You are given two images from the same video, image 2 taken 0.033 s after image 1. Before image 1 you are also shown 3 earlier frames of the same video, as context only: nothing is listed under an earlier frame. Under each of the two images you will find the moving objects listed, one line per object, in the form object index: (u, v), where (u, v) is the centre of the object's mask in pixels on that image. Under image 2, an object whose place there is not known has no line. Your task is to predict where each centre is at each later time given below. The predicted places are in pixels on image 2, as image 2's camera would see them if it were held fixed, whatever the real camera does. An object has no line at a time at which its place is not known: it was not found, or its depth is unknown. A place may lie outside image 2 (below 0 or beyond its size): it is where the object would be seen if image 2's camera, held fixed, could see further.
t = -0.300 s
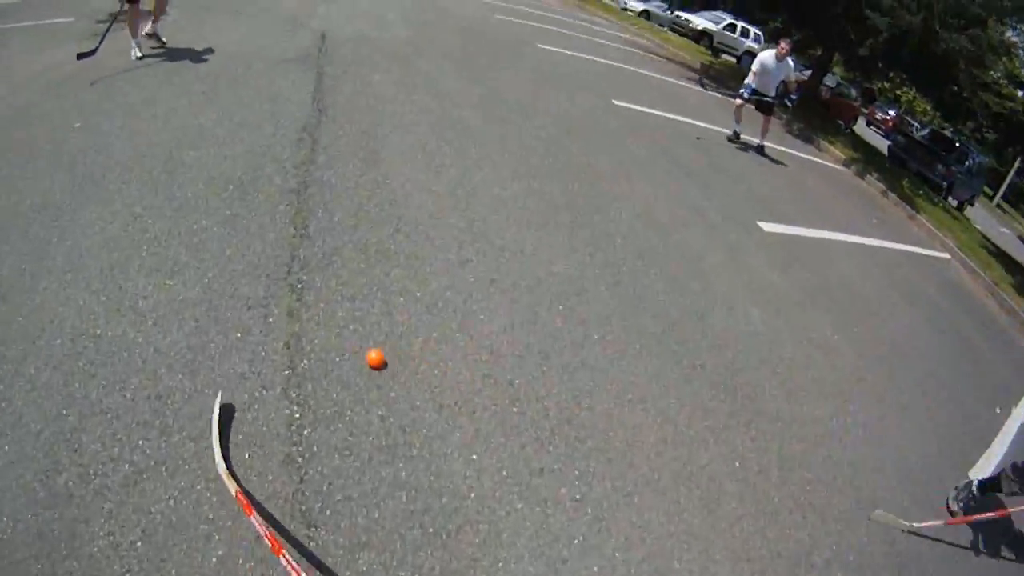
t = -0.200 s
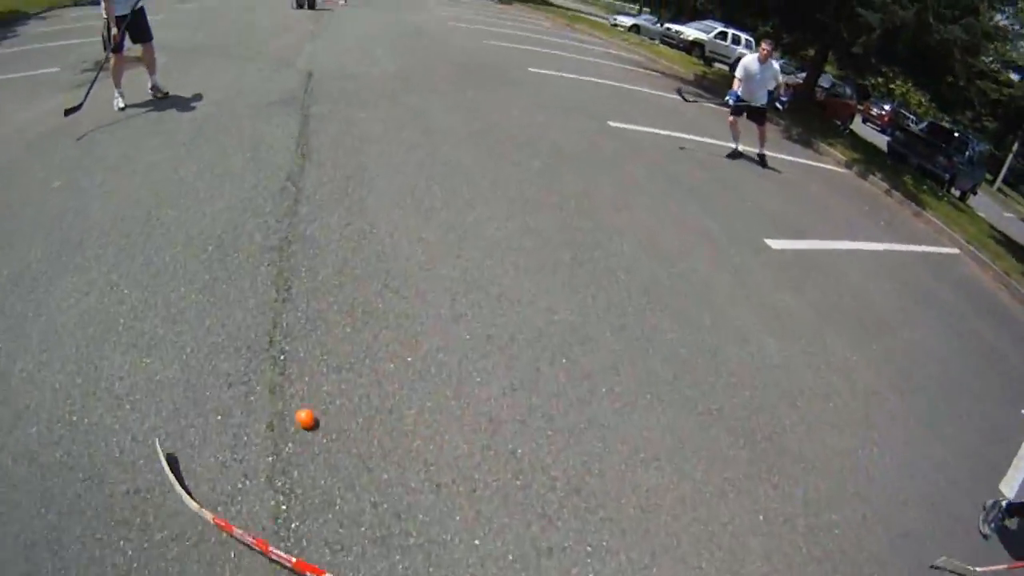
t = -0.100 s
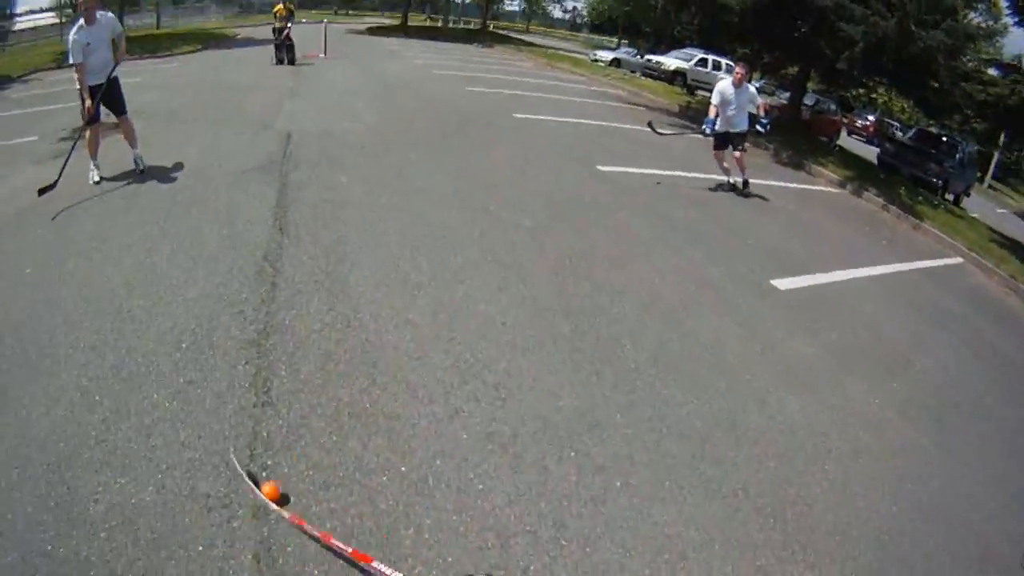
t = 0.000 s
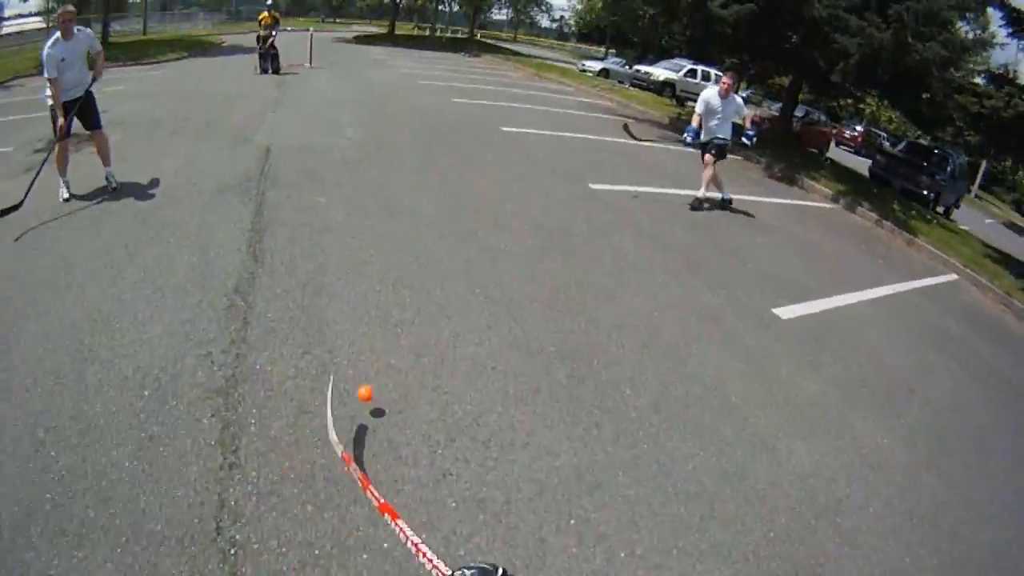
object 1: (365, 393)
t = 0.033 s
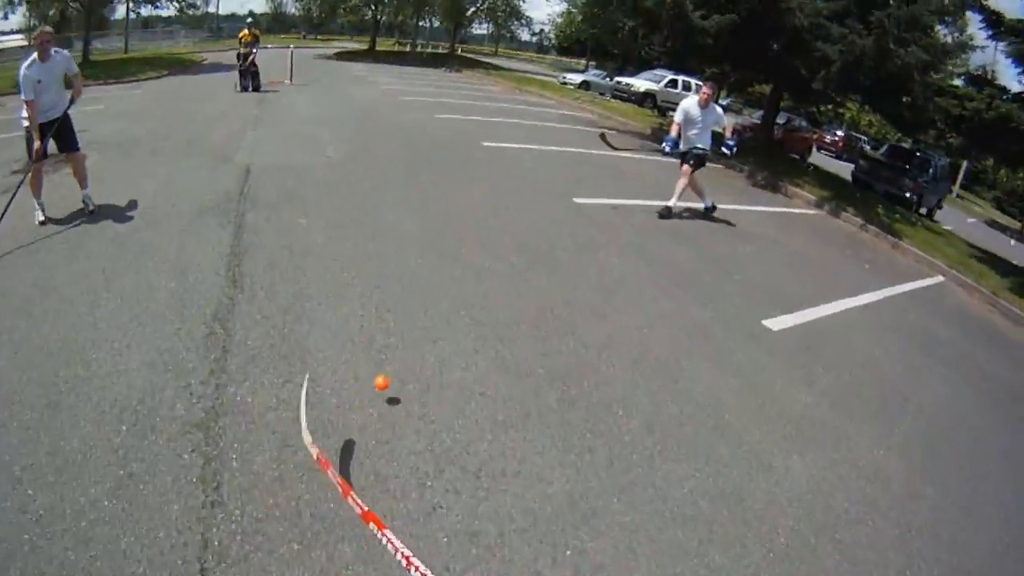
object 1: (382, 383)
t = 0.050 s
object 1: (395, 366)
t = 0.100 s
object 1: (428, 326)
